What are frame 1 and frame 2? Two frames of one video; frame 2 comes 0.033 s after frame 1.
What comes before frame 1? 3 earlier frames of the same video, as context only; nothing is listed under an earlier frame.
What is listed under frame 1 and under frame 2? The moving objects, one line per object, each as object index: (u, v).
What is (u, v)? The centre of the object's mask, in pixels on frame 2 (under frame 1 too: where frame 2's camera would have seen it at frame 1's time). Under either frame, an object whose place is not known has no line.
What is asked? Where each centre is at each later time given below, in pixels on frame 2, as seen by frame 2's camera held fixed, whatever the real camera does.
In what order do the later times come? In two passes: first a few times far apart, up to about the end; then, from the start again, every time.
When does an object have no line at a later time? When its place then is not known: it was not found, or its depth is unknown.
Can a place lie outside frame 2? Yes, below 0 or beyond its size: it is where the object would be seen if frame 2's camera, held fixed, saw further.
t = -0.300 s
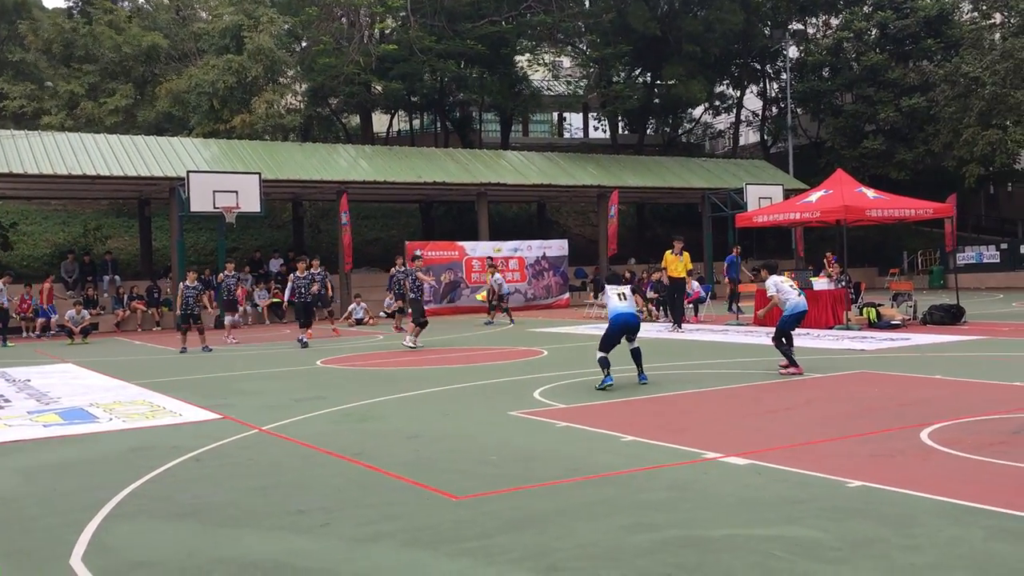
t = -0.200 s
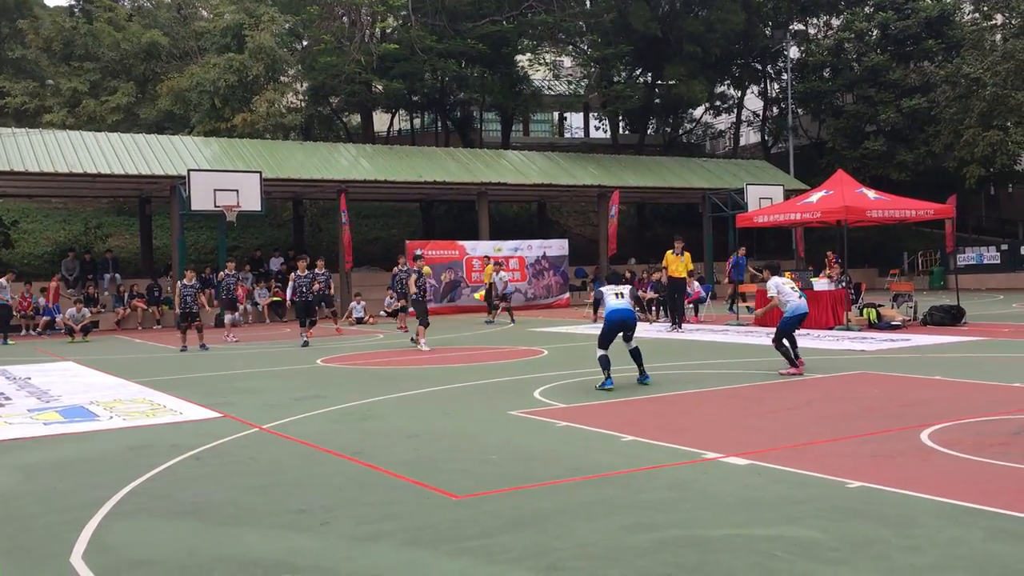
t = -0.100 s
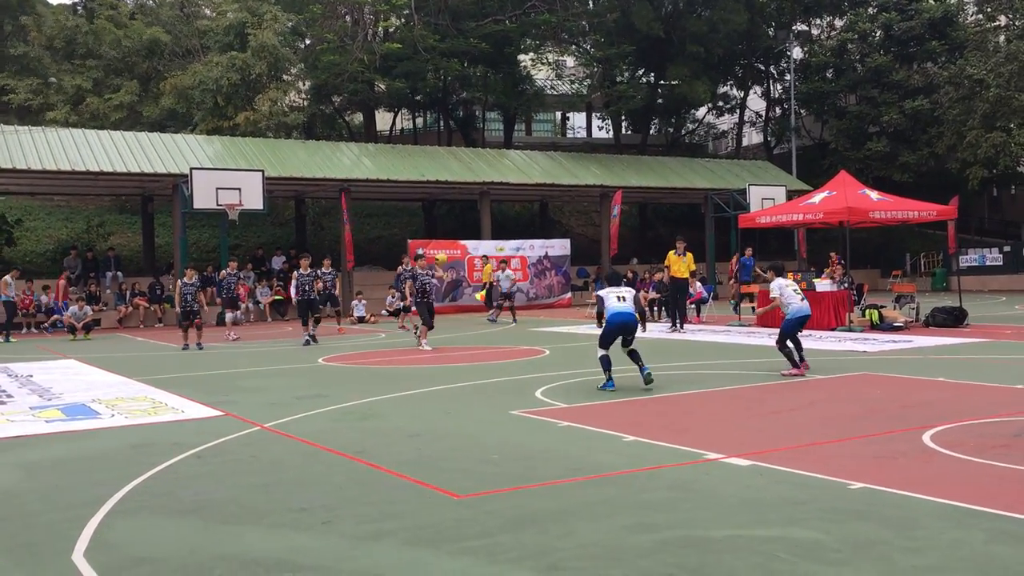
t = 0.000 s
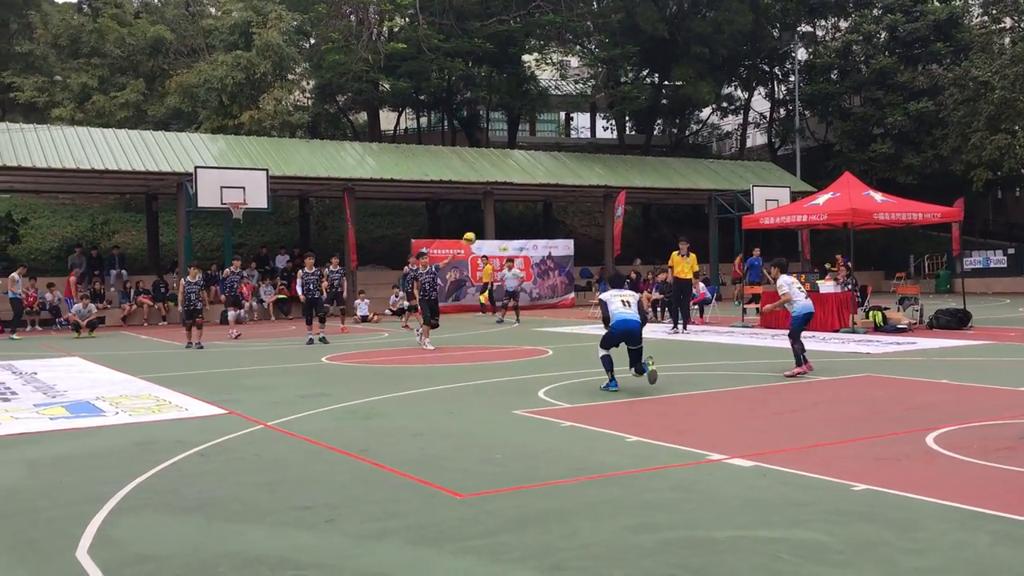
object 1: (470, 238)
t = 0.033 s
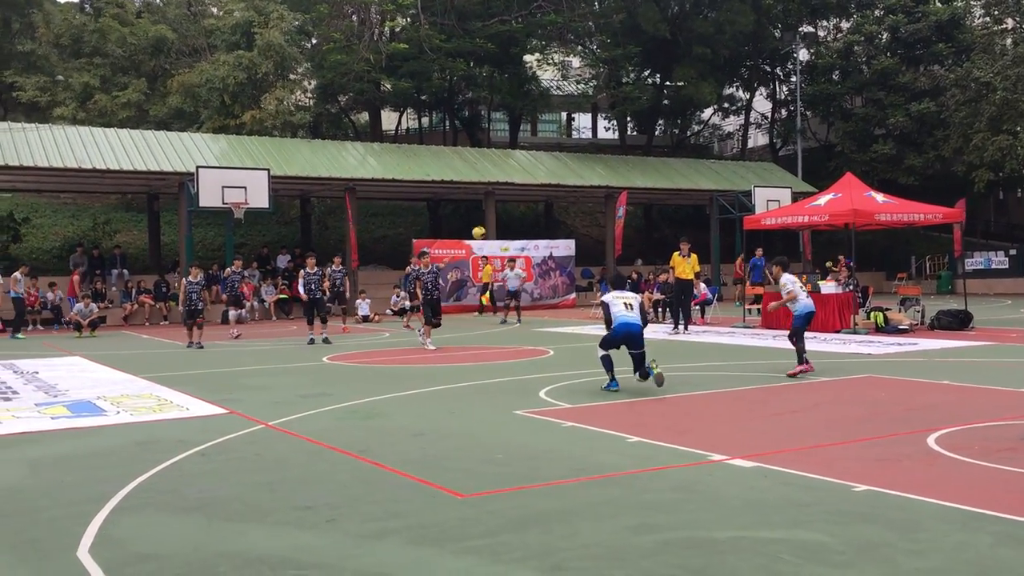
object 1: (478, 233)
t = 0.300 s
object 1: (563, 192)
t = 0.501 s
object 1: (669, 175)
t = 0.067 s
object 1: (487, 226)
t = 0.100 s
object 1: (495, 222)
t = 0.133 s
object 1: (505, 216)
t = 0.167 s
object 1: (515, 211)
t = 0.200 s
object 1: (526, 206)
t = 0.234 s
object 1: (537, 202)
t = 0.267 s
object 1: (549, 197)
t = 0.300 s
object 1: (563, 192)
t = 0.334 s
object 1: (577, 189)
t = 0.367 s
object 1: (592, 185)
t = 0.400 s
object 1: (609, 182)
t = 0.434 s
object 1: (627, 179)
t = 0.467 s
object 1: (647, 176)
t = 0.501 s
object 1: (669, 175)
